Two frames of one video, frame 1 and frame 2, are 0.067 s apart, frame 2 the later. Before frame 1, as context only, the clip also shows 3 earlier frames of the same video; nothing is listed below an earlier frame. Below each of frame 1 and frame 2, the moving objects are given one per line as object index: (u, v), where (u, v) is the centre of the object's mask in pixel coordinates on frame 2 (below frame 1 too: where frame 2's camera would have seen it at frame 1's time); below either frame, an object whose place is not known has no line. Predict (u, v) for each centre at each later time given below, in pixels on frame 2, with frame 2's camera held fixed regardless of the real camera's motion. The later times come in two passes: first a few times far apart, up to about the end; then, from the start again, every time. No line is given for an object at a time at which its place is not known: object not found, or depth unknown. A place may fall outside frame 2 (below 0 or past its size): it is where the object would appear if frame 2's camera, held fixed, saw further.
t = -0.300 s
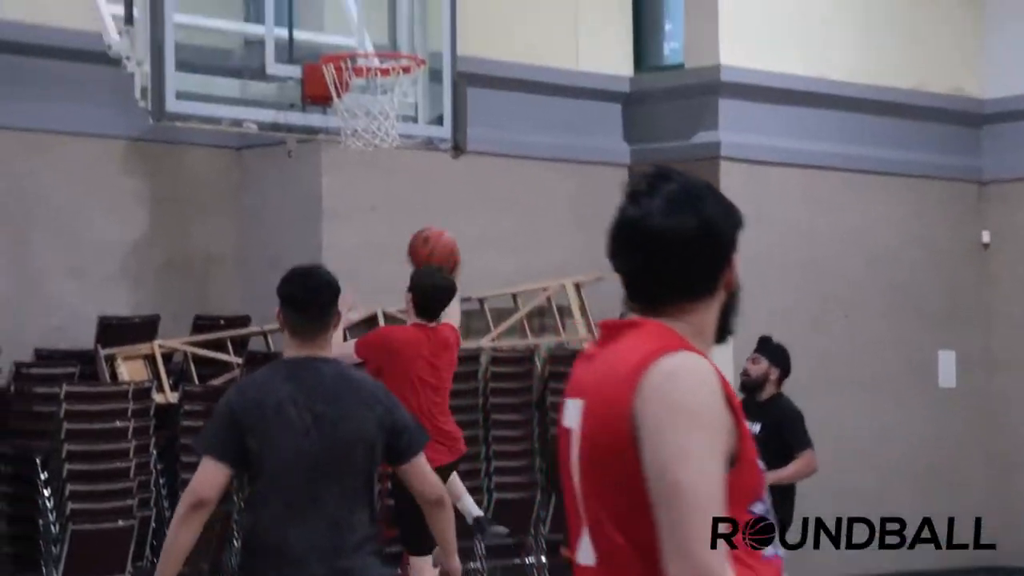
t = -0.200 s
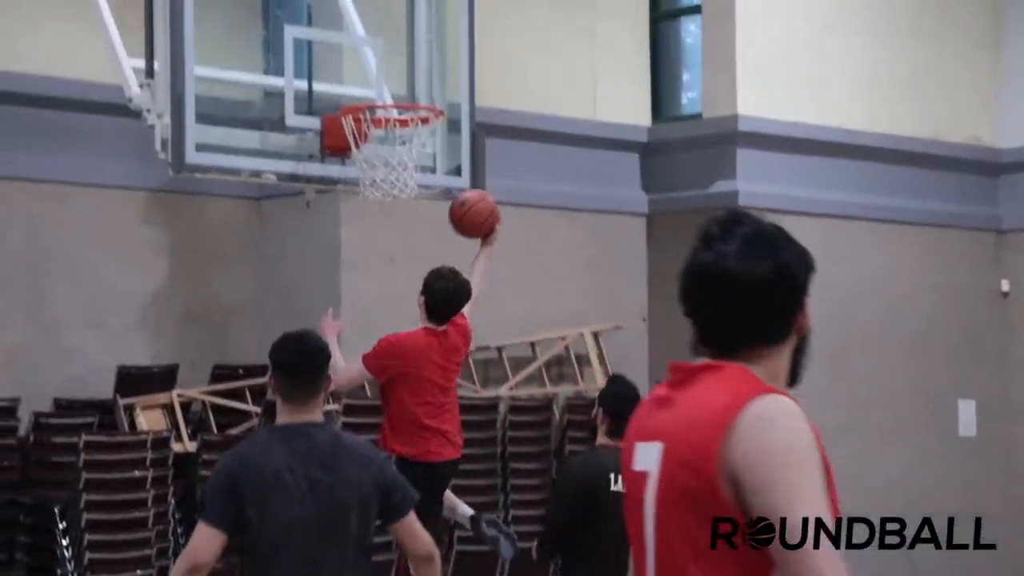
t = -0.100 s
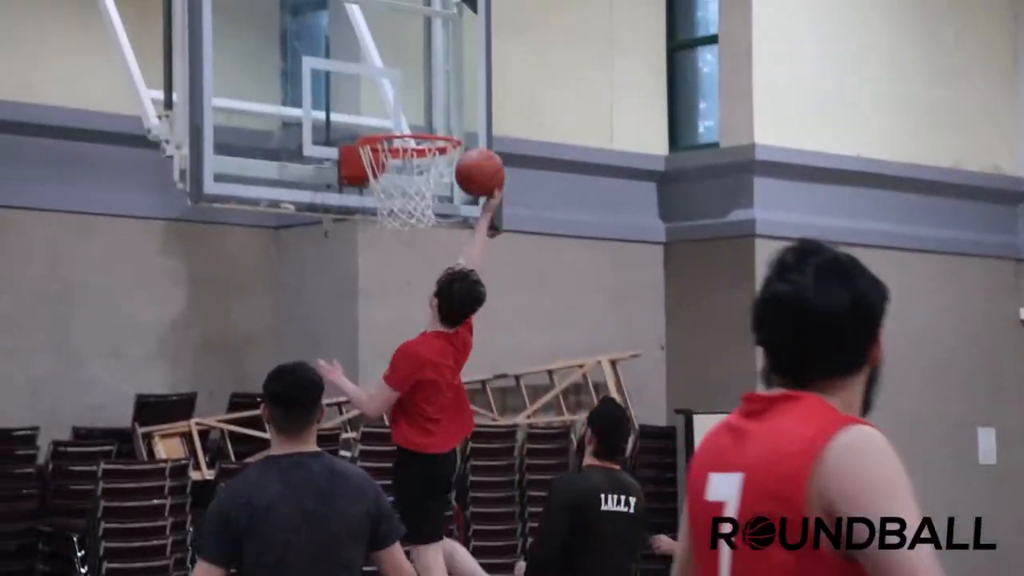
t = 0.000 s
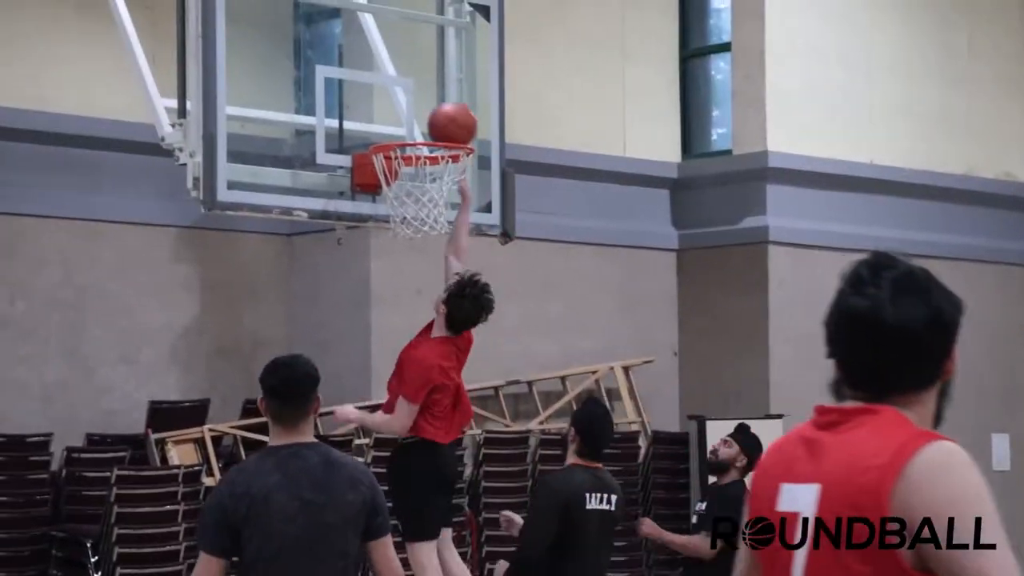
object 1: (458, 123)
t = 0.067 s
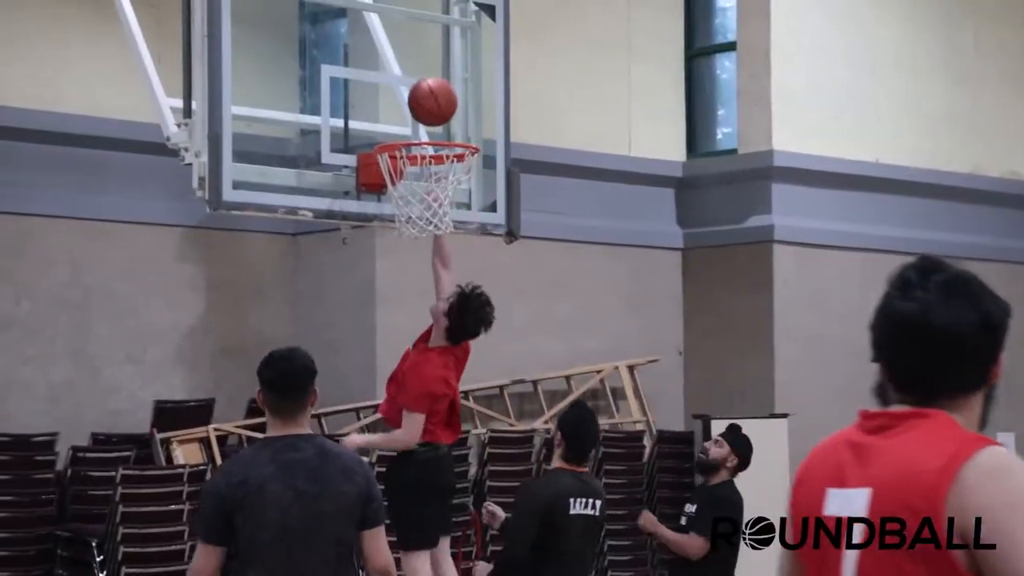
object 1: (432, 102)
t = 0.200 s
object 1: (425, 93)
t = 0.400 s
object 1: (425, 127)
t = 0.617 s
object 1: (408, 161)
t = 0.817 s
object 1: (429, 194)
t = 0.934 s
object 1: (441, 218)
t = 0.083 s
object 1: (432, 99)
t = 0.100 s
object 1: (430, 96)
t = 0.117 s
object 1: (429, 94)
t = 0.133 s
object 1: (429, 93)
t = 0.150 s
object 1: (428, 92)
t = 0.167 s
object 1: (427, 92)
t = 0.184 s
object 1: (426, 92)
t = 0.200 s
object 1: (425, 93)
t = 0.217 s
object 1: (424, 95)
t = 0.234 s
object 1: (423, 97)
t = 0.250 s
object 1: (421, 99)
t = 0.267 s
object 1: (420, 102)
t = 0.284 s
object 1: (419, 106)
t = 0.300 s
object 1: (418, 110)
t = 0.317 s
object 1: (417, 116)
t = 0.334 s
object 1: (416, 120)
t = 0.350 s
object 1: (415, 124)
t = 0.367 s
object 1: (415, 127)
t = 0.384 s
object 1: (420, 126)
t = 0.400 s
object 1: (425, 127)
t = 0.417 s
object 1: (430, 128)
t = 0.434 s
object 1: (435, 130)
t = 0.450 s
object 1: (441, 145)
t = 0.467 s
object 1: (445, 149)
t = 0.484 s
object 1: (445, 151)
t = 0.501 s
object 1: (440, 151)
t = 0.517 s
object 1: (433, 151)
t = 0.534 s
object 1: (427, 153)
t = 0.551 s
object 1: (422, 154)
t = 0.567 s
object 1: (417, 156)
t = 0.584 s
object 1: (409, 158)
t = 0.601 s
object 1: (407, 160)
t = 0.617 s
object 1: (408, 161)
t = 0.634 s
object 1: (409, 164)
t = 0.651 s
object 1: (409, 167)
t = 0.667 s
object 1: (409, 168)
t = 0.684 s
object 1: (412, 171)
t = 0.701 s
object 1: (415, 176)
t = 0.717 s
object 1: (417, 181)
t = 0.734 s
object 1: (418, 184)
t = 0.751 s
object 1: (420, 187)
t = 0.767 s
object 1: (423, 191)
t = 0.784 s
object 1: (425, 192)
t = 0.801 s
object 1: (427, 193)
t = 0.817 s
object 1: (429, 194)
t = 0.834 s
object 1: (431, 196)
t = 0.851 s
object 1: (433, 199)
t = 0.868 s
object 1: (435, 202)
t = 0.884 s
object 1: (437, 205)
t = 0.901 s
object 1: (438, 207)
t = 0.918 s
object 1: (439, 212)
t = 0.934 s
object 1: (441, 218)
